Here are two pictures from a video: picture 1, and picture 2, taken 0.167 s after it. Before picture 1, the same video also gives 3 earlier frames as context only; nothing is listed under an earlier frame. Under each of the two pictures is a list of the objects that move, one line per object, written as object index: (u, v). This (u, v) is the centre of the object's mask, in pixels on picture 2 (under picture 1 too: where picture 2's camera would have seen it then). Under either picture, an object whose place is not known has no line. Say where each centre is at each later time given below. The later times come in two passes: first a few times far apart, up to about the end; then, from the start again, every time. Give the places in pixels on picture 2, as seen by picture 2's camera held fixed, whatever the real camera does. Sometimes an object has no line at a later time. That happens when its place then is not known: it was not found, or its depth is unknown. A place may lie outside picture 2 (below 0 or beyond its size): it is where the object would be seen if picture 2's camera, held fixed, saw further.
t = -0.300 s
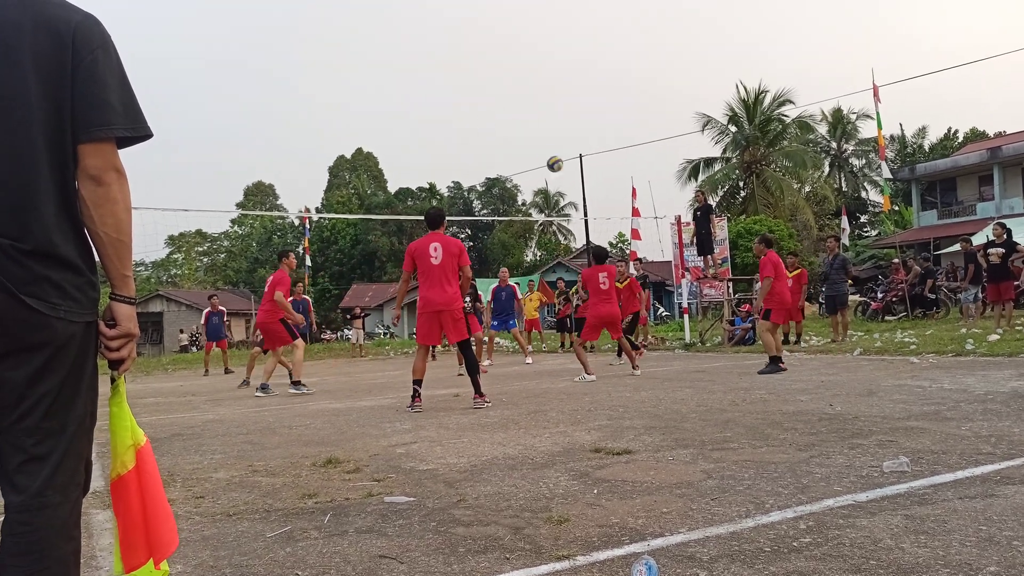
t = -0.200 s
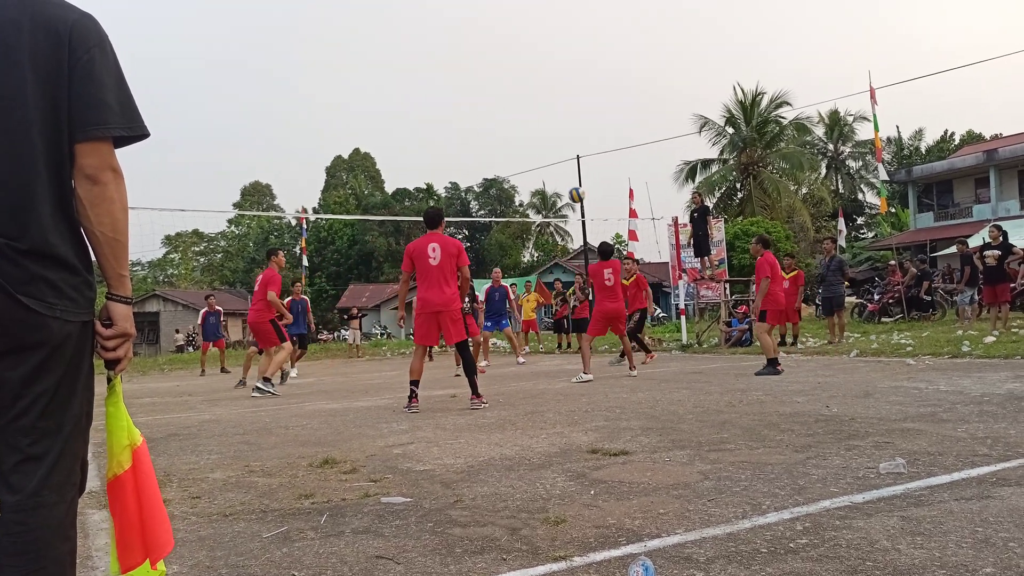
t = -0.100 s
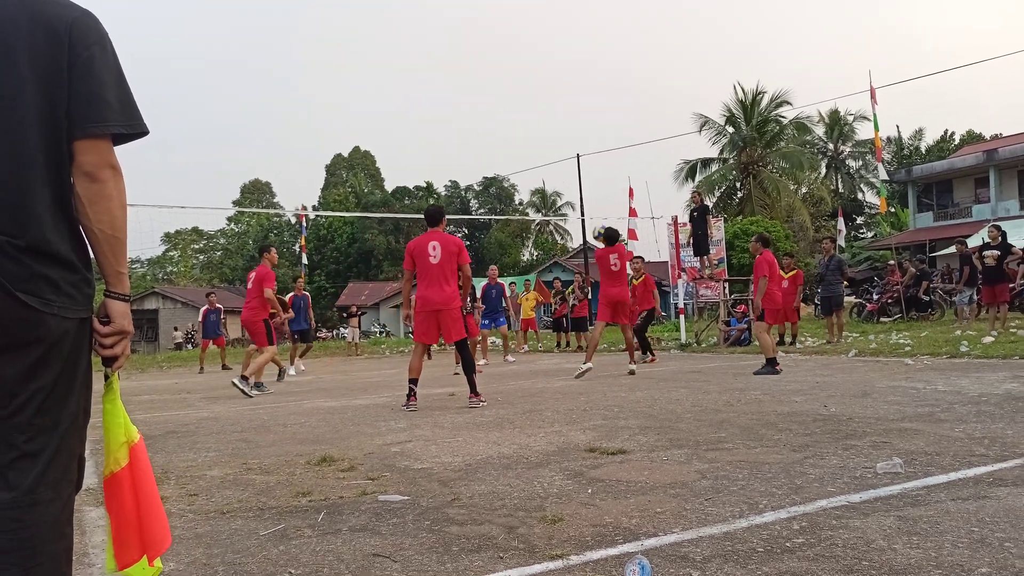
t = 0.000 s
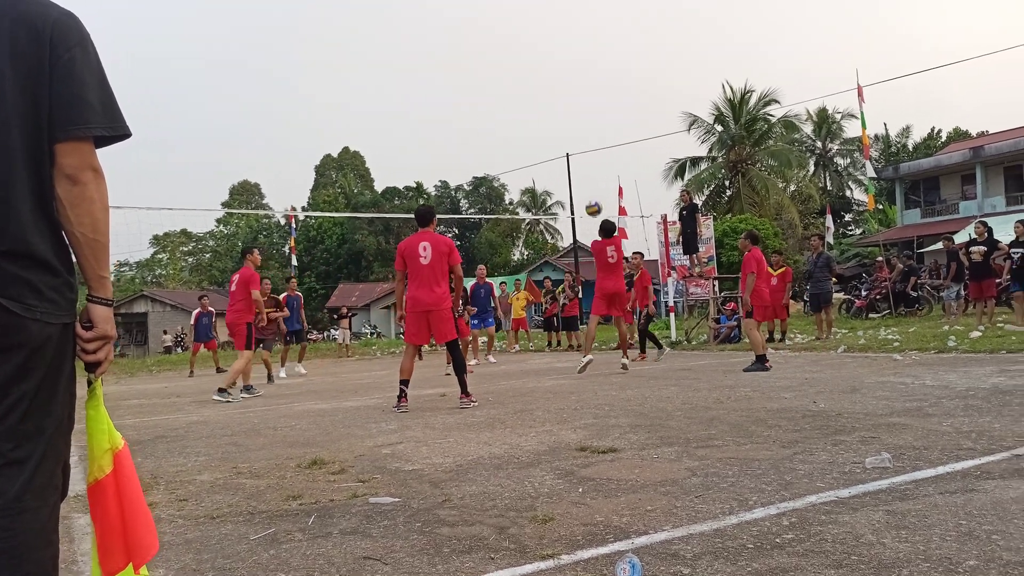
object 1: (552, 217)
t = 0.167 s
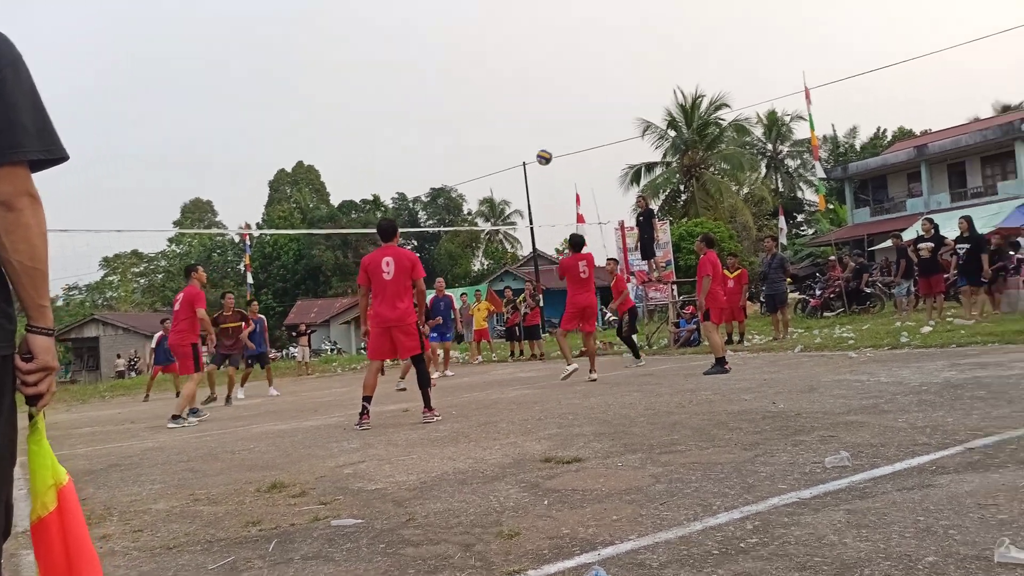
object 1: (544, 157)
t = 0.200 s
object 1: (542, 149)
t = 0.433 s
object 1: (535, 113)
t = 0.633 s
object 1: (530, 116)
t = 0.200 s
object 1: (542, 149)
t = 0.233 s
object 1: (540, 141)
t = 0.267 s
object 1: (539, 134)
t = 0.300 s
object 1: (537, 129)
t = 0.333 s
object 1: (537, 123)
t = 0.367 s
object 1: (538, 119)
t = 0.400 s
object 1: (537, 115)
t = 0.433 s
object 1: (535, 113)
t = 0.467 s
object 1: (533, 111)
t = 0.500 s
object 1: (533, 111)
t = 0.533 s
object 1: (533, 110)
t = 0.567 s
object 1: (534, 111)
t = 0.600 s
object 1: (533, 112)
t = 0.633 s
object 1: (530, 116)
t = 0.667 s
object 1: (528, 119)
